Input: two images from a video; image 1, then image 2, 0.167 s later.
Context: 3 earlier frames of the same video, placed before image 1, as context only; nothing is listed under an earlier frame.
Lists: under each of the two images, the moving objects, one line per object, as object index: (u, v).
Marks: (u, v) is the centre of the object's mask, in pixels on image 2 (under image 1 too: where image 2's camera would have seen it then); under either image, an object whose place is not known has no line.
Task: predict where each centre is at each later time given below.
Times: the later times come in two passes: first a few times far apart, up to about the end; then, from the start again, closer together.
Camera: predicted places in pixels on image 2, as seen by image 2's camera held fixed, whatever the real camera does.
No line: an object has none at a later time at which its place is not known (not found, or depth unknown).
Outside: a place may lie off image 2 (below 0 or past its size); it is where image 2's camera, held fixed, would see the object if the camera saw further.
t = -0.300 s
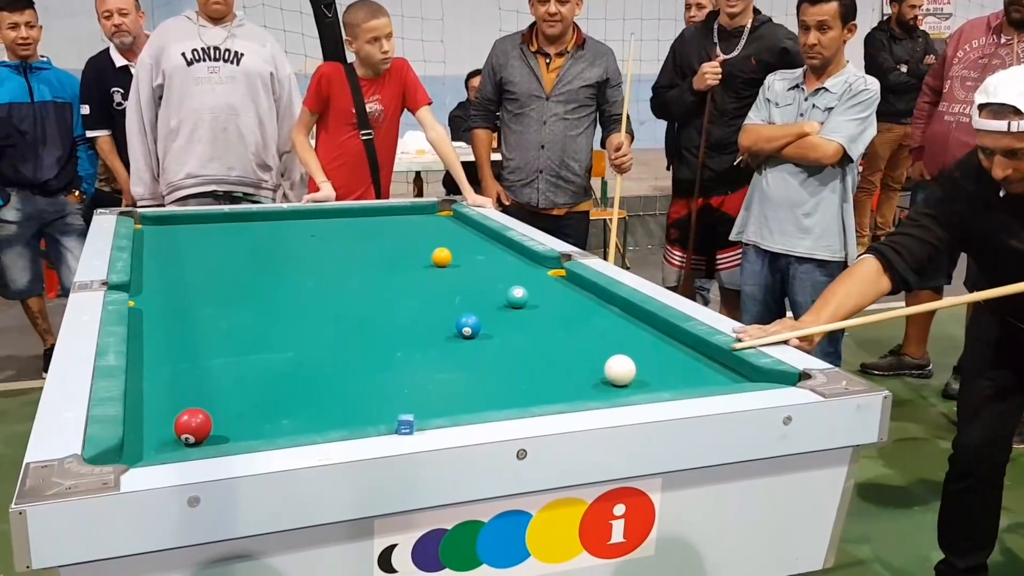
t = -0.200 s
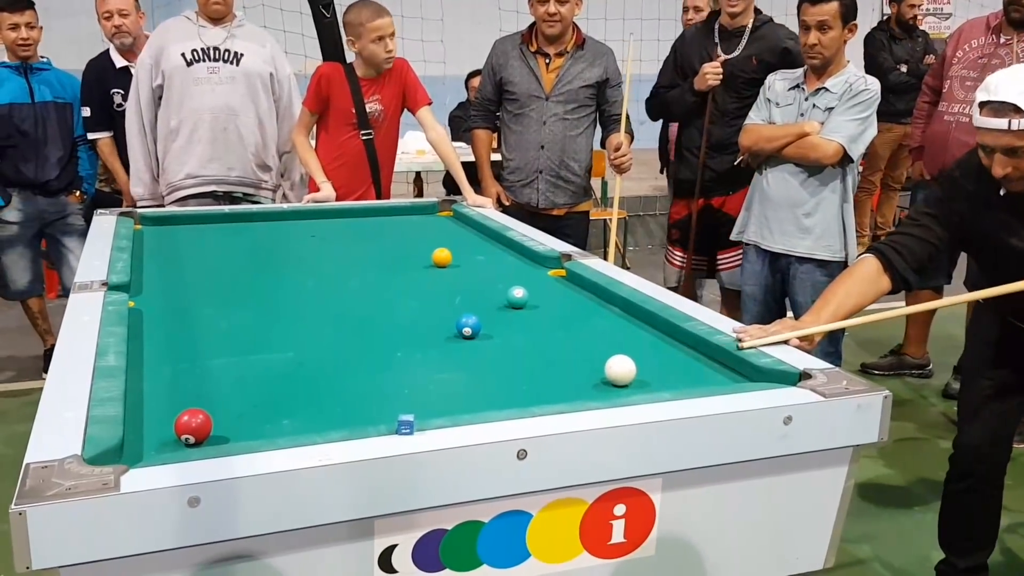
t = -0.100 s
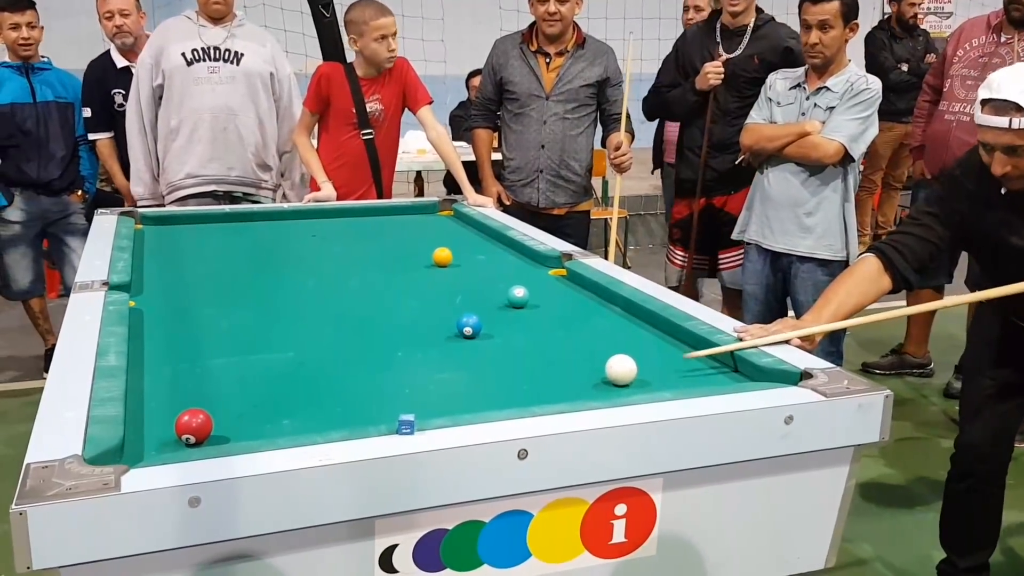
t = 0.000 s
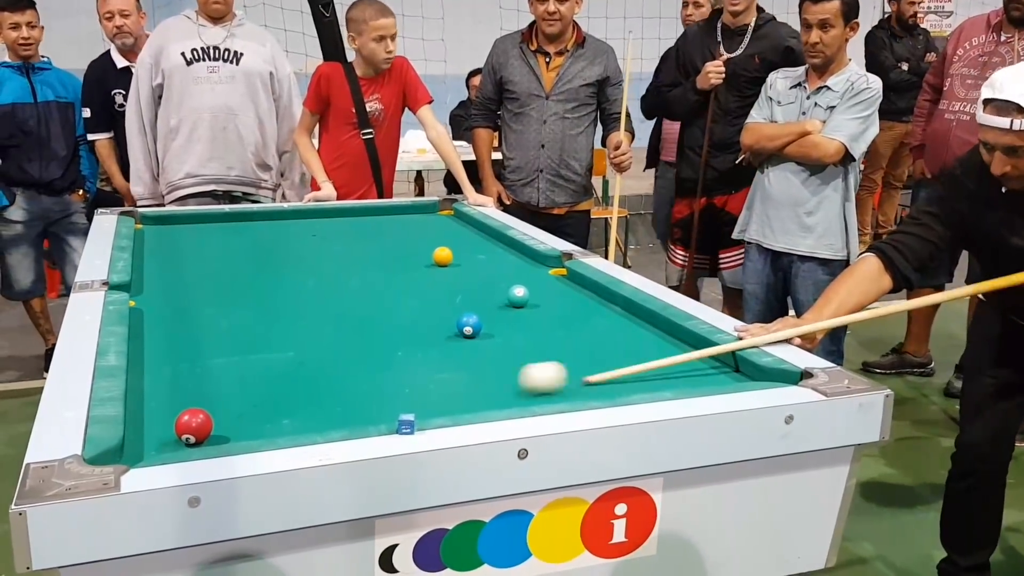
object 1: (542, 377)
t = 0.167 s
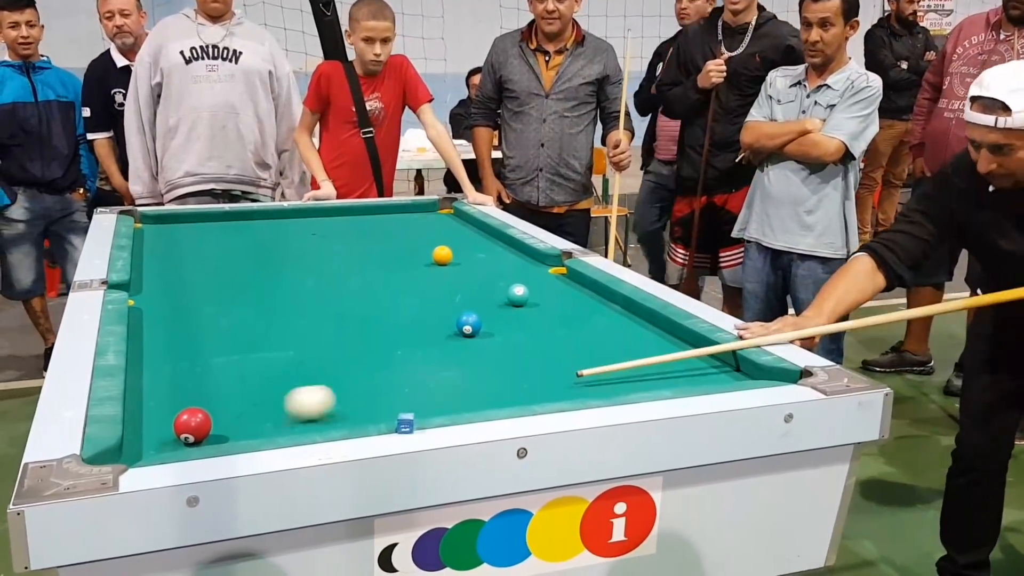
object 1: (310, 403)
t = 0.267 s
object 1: (201, 410)
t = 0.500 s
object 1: (204, 369)
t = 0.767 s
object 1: (287, 323)
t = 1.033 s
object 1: (347, 290)
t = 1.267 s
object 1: (388, 267)
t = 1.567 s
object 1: (428, 244)
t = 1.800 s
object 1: (454, 230)
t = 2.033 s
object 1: (460, 220)
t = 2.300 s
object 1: (426, 214)
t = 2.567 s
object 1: (395, 210)
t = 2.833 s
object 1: (374, 210)
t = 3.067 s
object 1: (363, 214)
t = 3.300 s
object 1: (351, 218)
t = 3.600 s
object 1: (335, 223)
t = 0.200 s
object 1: (266, 408)
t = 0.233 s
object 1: (227, 412)
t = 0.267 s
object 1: (201, 410)
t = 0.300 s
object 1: (179, 407)
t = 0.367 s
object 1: (146, 400)
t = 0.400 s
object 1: (163, 391)
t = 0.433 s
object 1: (178, 384)
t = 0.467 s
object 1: (192, 376)
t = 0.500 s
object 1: (204, 369)
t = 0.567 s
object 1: (228, 356)
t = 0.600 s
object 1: (239, 350)
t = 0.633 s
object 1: (249, 344)
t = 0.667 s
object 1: (259, 339)
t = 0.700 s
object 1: (269, 333)
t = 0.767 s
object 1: (287, 323)
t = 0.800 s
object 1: (295, 319)
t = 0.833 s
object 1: (303, 314)
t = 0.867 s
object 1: (311, 310)
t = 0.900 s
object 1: (319, 306)
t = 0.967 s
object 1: (333, 298)
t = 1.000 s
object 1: (340, 294)
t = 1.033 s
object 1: (347, 290)
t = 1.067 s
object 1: (353, 287)
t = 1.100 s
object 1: (360, 283)
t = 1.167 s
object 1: (371, 277)
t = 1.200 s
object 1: (377, 273)
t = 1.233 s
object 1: (382, 270)
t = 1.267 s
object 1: (388, 267)
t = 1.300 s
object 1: (393, 264)
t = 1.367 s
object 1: (402, 259)
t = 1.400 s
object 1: (407, 256)
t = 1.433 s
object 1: (411, 254)
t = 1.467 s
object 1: (416, 251)
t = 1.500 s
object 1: (420, 249)
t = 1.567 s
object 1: (428, 244)
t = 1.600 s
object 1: (432, 242)
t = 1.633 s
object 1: (436, 239)
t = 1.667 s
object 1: (440, 237)
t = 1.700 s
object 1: (444, 235)
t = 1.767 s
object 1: (450, 232)
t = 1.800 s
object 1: (454, 230)
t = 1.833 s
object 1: (457, 228)
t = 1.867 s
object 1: (461, 226)
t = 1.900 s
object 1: (464, 224)
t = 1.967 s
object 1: (469, 221)
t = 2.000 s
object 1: (465, 220)
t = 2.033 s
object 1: (460, 220)
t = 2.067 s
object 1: (456, 219)
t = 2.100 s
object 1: (451, 218)
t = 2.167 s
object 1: (443, 217)
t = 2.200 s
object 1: (439, 216)
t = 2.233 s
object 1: (435, 216)
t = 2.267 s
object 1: (431, 215)
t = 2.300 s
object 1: (426, 214)
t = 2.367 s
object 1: (418, 213)
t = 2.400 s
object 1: (414, 213)
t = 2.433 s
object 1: (411, 212)
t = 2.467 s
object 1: (407, 211)
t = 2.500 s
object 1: (403, 211)
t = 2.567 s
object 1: (395, 210)
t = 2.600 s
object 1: (392, 209)
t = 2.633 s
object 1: (389, 209)
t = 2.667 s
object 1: (385, 208)
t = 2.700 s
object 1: (381, 208)
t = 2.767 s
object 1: (378, 209)
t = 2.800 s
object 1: (377, 209)
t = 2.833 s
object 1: (374, 210)
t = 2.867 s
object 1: (373, 211)
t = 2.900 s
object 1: (371, 211)
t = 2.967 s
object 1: (368, 212)
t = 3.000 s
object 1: (366, 213)
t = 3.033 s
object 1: (365, 214)
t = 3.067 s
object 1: (363, 214)
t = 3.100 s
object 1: (361, 215)
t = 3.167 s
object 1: (358, 216)
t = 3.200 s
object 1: (356, 216)
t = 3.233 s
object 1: (354, 217)
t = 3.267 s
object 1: (352, 218)
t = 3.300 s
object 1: (351, 218)
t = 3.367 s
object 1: (348, 219)
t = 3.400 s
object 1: (346, 220)
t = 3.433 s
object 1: (344, 221)
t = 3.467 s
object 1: (342, 221)
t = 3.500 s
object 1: (340, 222)
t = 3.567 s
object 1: (337, 223)
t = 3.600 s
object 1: (335, 223)
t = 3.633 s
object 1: (333, 224)
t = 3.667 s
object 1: (331, 225)
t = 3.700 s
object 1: (329, 225)
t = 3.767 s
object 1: (326, 226)
